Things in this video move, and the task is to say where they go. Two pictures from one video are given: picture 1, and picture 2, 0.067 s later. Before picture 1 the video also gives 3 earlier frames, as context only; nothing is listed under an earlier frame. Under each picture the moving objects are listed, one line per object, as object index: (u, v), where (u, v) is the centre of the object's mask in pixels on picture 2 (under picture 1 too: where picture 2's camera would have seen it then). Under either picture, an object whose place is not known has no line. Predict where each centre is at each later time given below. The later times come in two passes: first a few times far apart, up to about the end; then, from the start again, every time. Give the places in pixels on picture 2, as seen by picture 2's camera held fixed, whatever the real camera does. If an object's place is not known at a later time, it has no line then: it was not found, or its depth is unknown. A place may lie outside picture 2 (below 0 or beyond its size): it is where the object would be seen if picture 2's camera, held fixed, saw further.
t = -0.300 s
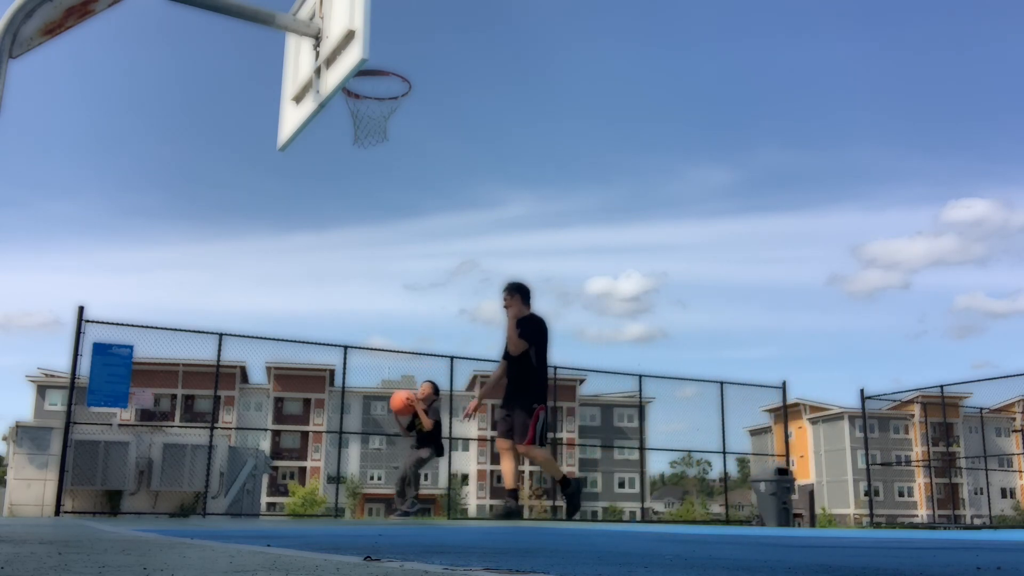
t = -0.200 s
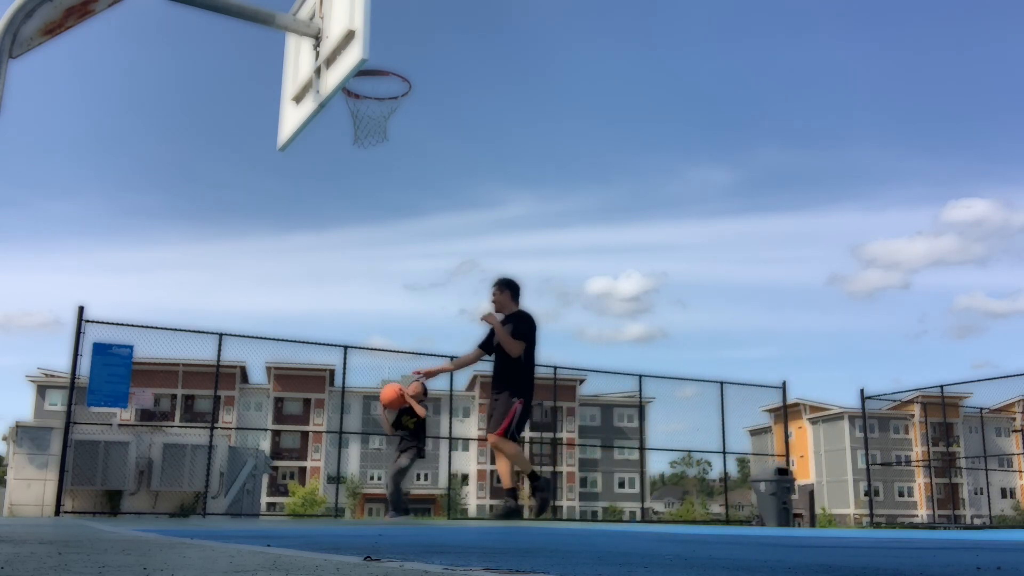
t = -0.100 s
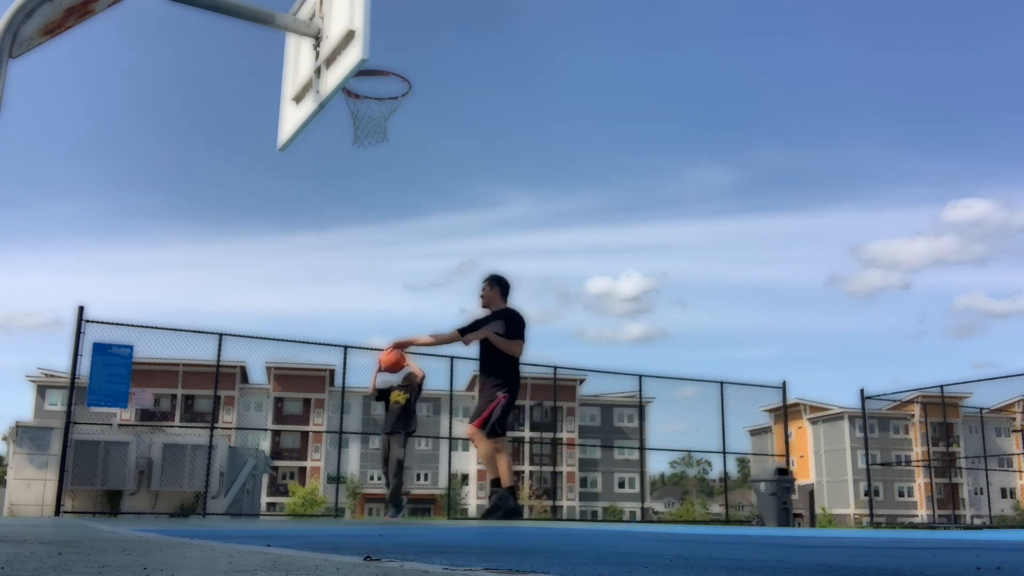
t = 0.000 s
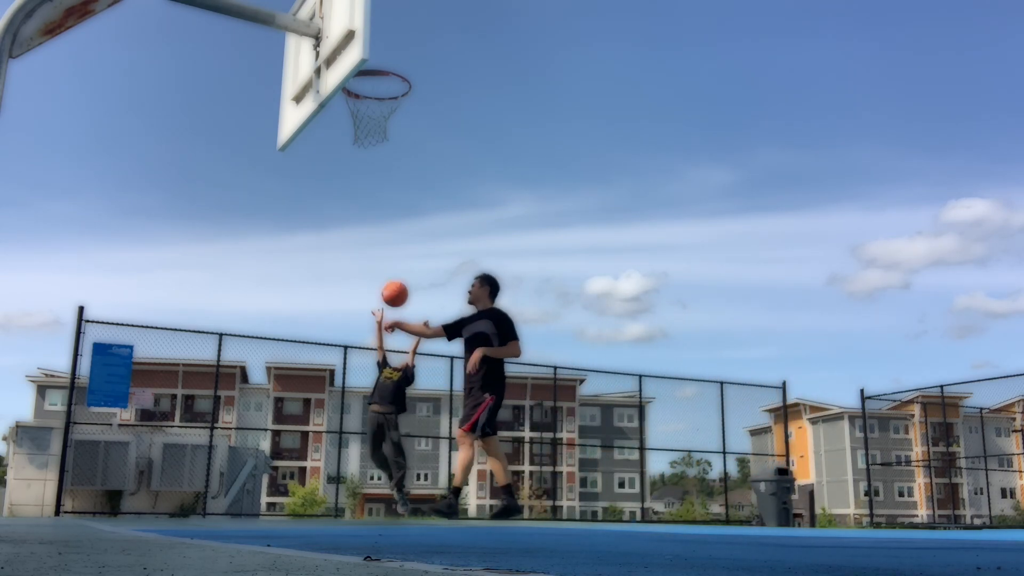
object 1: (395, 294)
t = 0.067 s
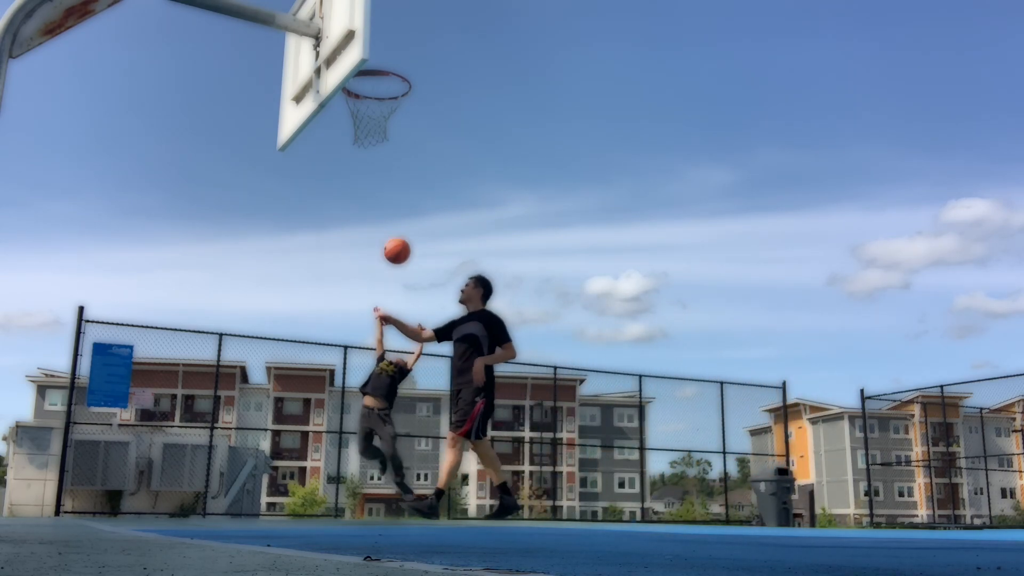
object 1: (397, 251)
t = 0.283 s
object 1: (402, 146)
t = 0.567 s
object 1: (404, 87)
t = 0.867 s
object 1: (426, 121)
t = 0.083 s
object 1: (397, 241)
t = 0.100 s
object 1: (398, 231)
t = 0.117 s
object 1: (398, 222)
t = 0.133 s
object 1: (399, 213)
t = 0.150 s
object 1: (399, 205)
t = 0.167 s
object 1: (400, 196)
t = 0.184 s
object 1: (400, 188)
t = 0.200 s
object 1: (401, 180)
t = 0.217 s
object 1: (401, 173)
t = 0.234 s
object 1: (401, 166)
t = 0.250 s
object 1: (401, 159)
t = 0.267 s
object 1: (402, 152)
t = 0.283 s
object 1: (402, 146)
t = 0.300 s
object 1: (402, 140)
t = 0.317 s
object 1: (403, 134)
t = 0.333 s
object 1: (402, 129)
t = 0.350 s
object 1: (403, 124)
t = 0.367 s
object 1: (403, 119)
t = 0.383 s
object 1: (403, 115)
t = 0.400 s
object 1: (404, 111)
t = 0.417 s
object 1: (404, 108)
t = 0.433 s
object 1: (404, 104)
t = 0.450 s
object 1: (404, 100)
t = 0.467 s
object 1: (404, 97)
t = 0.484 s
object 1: (404, 95)
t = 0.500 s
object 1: (404, 92)
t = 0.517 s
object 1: (404, 91)
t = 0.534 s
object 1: (404, 89)
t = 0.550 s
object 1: (404, 88)
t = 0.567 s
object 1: (404, 87)
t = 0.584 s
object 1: (404, 86)
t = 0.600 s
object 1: (404, 86)
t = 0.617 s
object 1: (404, 86)
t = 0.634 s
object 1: (404, 86)
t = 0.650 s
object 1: (405, 86)
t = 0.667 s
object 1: (405, 87)
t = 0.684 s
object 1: (405, 89)
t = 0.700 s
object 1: (405, 91)
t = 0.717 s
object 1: (405, 92)
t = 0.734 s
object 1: (405, 95)
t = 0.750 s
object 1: (407, 97)
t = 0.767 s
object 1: (410, 100)
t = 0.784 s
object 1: (413, 103)
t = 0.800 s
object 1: (415, 106)
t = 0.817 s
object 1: (418, 109)
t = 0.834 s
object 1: (420, 113)
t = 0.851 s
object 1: (423, 117)
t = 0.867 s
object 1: (426, 121)
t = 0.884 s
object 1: (428, 126)
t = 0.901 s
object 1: (431, 131)
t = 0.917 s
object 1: (434, 136)
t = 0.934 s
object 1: (436, 141)
